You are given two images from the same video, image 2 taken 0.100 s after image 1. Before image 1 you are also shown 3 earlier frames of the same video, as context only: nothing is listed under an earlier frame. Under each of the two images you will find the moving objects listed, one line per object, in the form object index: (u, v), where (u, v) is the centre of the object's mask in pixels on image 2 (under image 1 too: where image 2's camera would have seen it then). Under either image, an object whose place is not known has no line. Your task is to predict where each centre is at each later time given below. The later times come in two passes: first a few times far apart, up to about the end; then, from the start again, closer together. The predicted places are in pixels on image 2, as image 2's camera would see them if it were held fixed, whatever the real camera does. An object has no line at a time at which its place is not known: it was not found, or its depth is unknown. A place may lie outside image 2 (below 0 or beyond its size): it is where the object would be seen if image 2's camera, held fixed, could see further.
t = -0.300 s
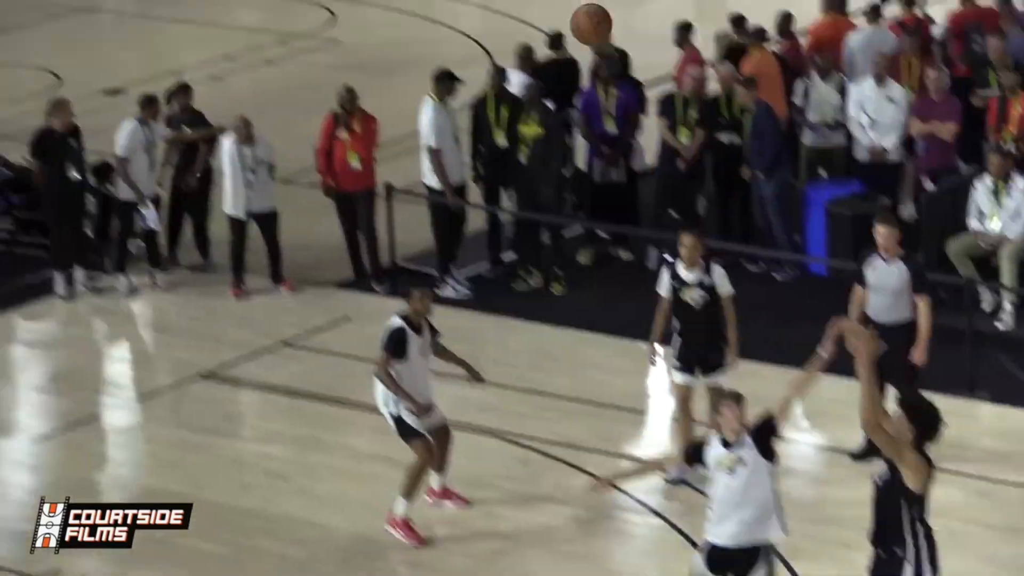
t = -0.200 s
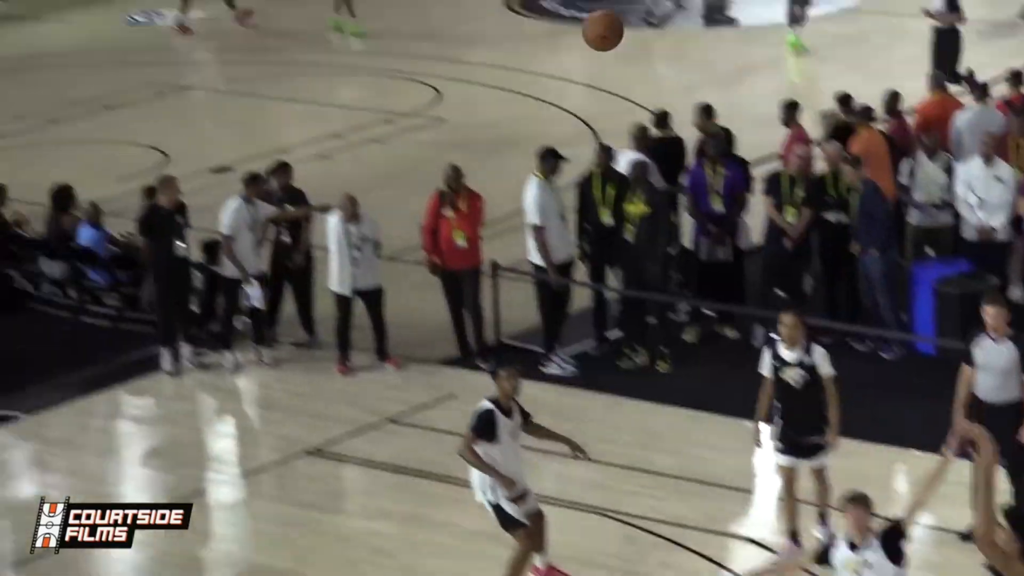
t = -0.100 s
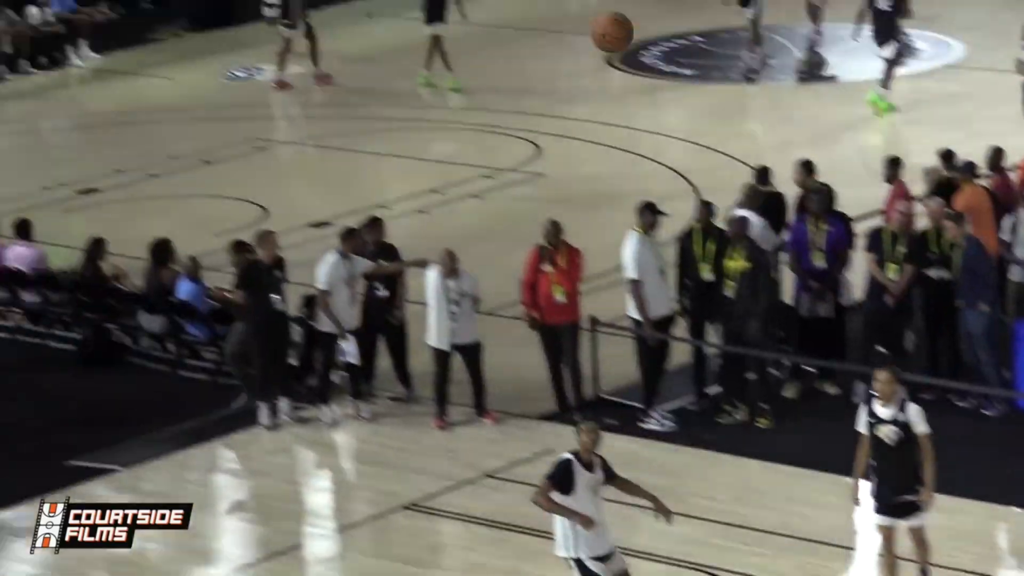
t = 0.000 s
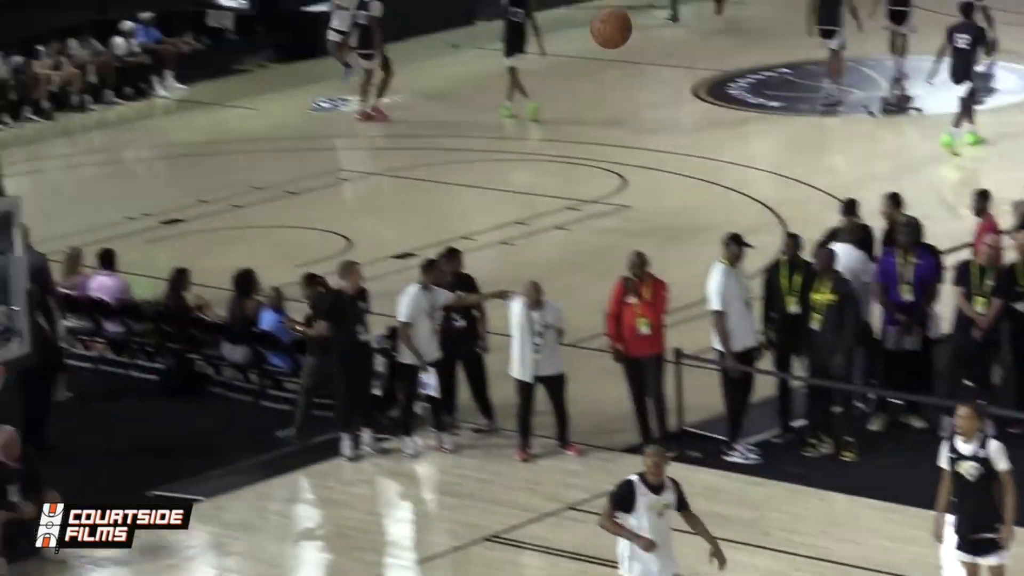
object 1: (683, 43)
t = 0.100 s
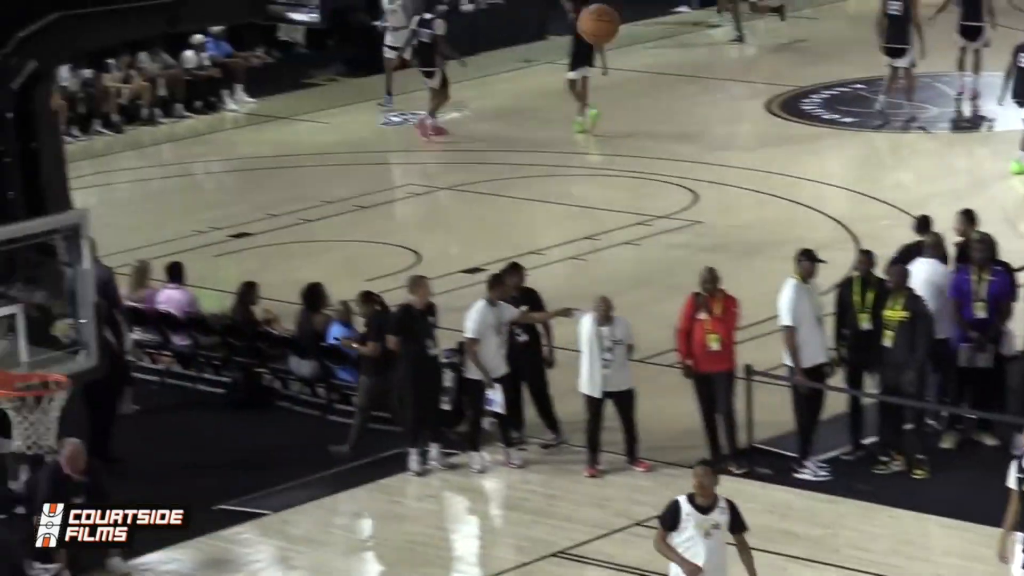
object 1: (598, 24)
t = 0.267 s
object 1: (463, 27)
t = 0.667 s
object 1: (172, 203)
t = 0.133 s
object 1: (570, 21)
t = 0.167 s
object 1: (544, 20)
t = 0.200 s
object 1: (516, 22)
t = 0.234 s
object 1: (489, 24)
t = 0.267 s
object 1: (463, 27)
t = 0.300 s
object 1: (437, 33)
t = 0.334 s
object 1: (412, 40)
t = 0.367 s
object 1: (386, 49)
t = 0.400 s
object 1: (361, 59)
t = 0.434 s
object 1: (336, 71)
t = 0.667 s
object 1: (172, 203)
